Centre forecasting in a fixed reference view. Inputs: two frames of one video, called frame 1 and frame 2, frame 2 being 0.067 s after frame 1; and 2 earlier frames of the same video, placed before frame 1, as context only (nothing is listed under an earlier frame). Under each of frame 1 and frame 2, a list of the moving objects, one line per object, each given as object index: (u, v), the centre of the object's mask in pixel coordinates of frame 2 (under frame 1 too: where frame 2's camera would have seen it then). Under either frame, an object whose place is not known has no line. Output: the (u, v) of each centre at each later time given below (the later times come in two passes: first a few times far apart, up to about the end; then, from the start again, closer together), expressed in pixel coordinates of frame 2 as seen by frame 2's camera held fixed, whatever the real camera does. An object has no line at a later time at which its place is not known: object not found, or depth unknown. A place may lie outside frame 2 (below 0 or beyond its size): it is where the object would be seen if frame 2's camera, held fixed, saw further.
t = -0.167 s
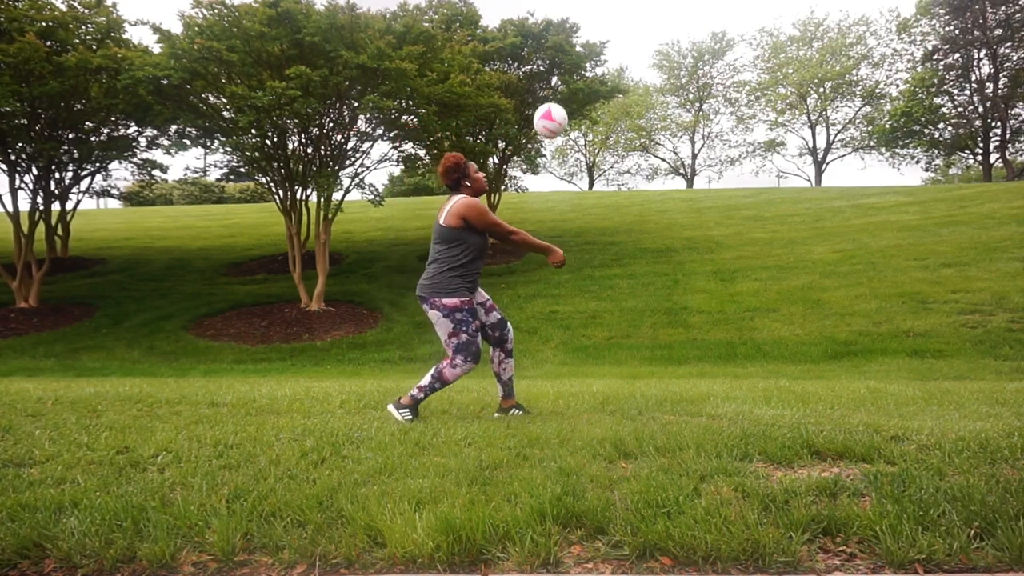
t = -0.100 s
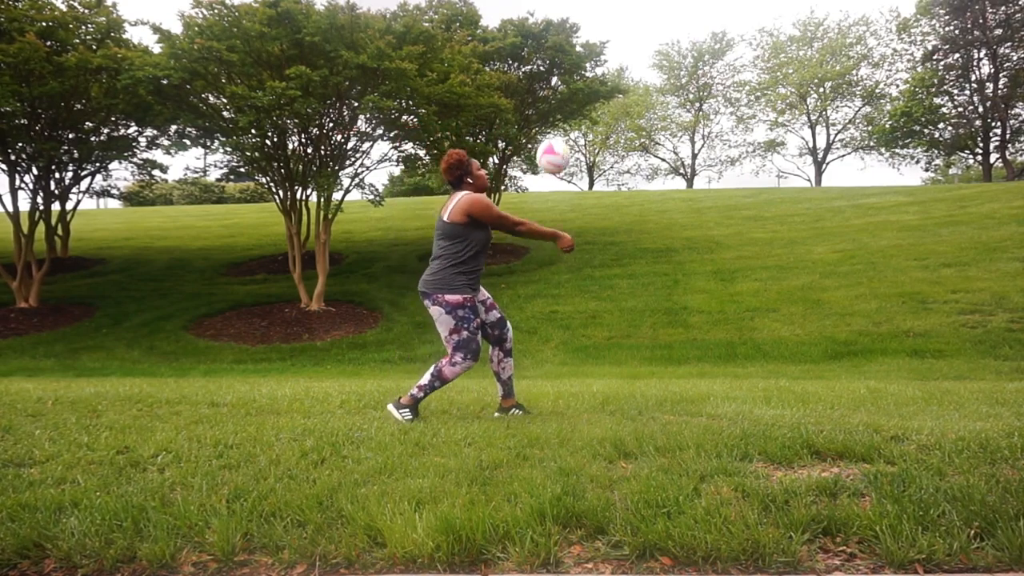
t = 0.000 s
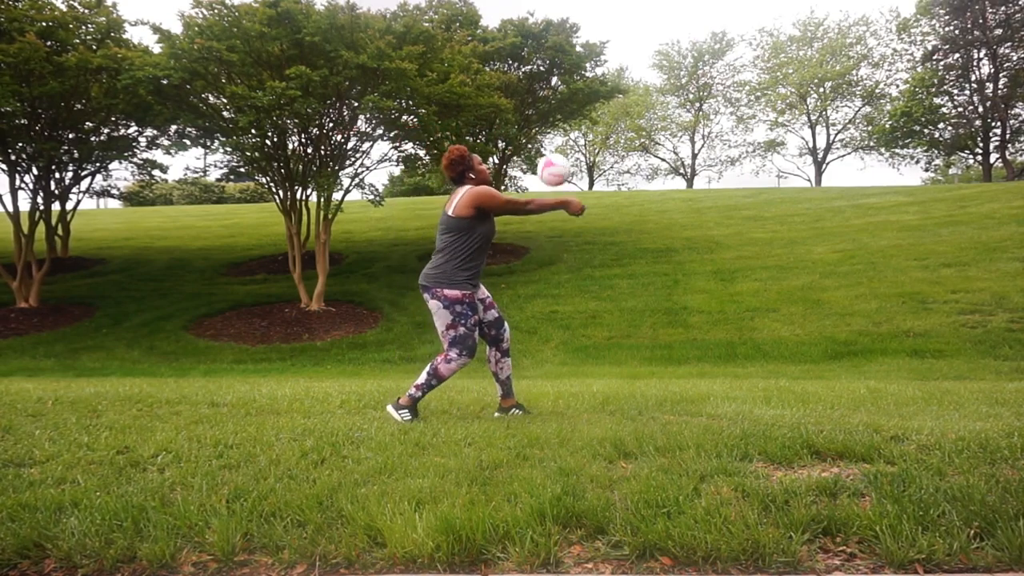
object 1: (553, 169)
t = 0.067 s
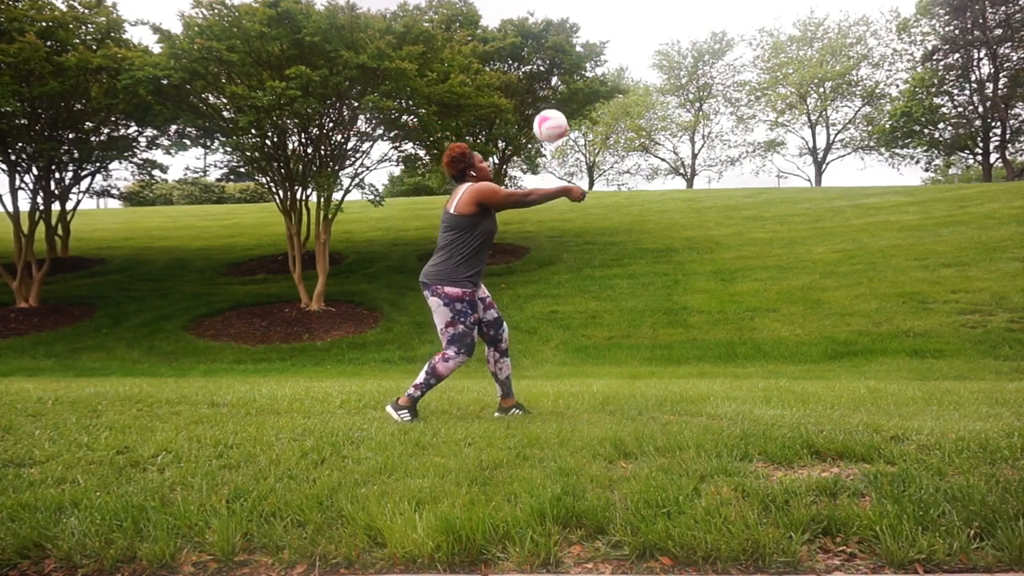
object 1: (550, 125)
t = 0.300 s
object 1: (538, 25)
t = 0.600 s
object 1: (524, 17)
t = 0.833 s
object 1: (512, 100)
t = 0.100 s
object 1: (548, 106)
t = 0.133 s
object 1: (546, 88)
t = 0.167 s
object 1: (544, 72)
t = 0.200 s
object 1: (543, 57)
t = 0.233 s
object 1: (541, 44)
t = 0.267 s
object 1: (539, 33)
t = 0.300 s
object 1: (538, 25)
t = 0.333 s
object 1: (536, 17)
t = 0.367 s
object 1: (535, 13)
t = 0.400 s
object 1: (533, 11)
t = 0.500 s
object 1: (528, 9)
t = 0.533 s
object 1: (526, 10)
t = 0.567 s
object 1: (525, 11)
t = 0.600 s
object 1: (524, 17)
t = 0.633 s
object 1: (523, 24)
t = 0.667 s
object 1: (520, 29)
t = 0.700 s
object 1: (518, 40)
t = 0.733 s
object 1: (517, 52)
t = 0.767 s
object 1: (515, 66)
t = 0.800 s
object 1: (514, 83)
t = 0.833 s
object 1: (512, 100)
